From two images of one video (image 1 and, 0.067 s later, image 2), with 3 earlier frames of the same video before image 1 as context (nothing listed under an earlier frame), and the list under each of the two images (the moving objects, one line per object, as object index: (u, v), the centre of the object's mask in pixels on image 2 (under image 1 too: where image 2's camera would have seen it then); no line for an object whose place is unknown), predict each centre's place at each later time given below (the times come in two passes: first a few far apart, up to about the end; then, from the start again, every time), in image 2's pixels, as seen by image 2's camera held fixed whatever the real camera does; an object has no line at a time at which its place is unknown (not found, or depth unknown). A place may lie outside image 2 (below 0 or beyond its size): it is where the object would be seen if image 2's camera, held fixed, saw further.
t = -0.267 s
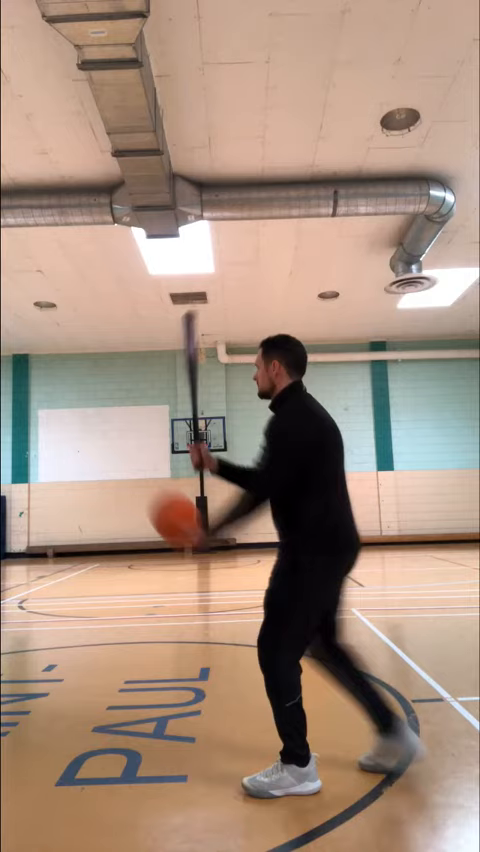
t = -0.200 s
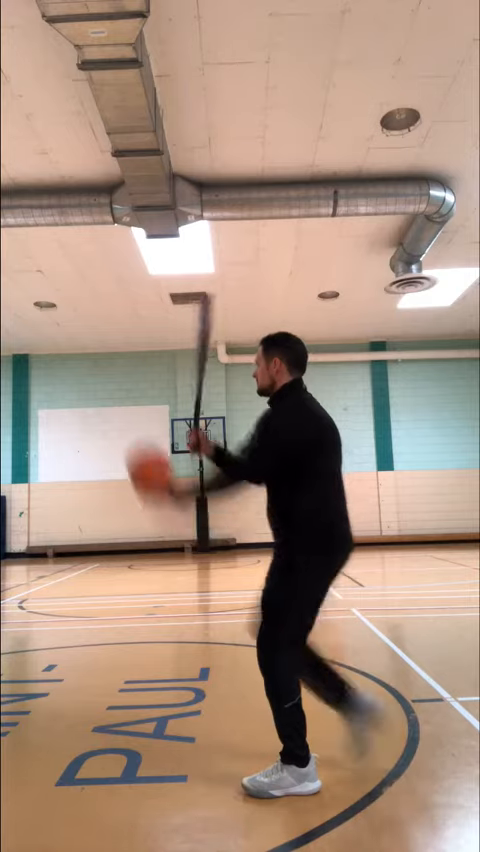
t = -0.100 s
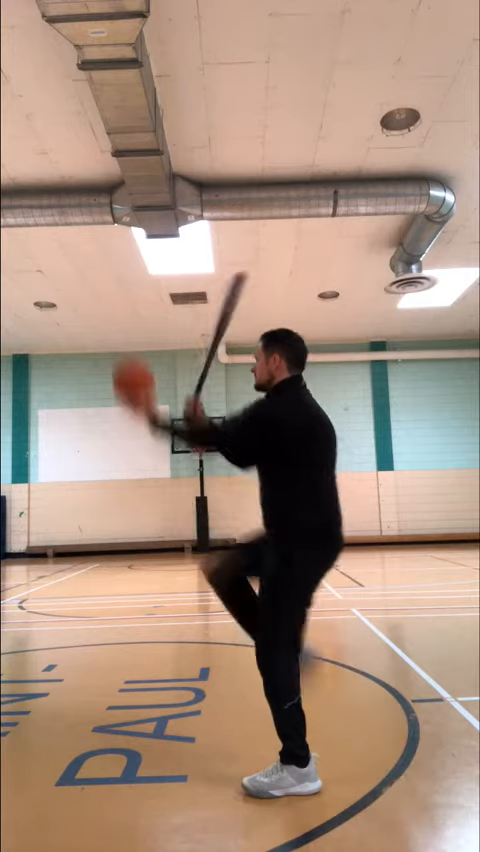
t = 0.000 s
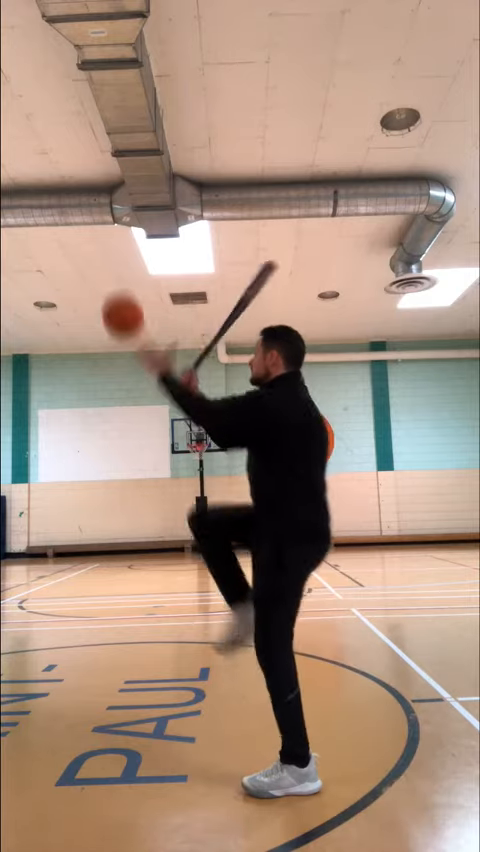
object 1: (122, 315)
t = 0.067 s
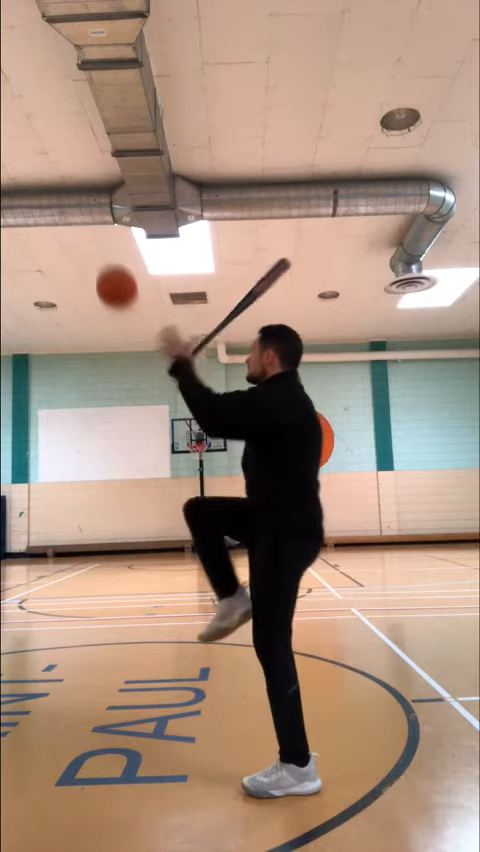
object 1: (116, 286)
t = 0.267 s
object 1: (100, 259)
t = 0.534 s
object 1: (82, 341)
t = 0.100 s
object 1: (113, 276)
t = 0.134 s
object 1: (110, 268)
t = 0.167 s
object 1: (108, 262)
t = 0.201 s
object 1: (105, 259)
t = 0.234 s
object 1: (103, 258)
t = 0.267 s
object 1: (100, 259)
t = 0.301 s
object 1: (97, 262)
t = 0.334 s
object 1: (95, 268)
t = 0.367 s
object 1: (92, 275)
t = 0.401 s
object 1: (90, 285)
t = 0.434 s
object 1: (88, 296)
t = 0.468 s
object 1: (86, 310)
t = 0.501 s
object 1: (84, 324)
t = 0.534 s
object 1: (82, 341)
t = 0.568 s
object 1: (80, 361)
